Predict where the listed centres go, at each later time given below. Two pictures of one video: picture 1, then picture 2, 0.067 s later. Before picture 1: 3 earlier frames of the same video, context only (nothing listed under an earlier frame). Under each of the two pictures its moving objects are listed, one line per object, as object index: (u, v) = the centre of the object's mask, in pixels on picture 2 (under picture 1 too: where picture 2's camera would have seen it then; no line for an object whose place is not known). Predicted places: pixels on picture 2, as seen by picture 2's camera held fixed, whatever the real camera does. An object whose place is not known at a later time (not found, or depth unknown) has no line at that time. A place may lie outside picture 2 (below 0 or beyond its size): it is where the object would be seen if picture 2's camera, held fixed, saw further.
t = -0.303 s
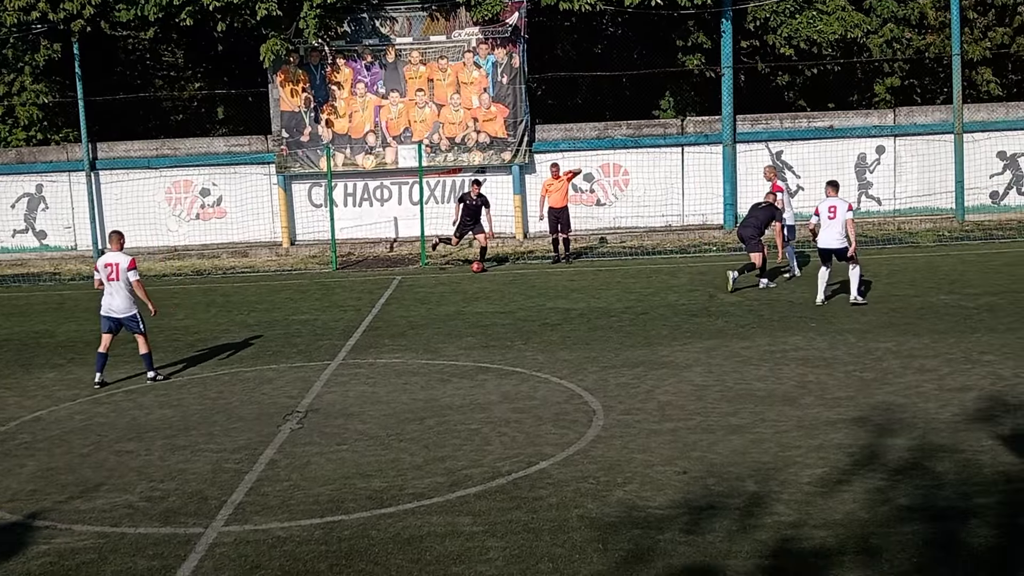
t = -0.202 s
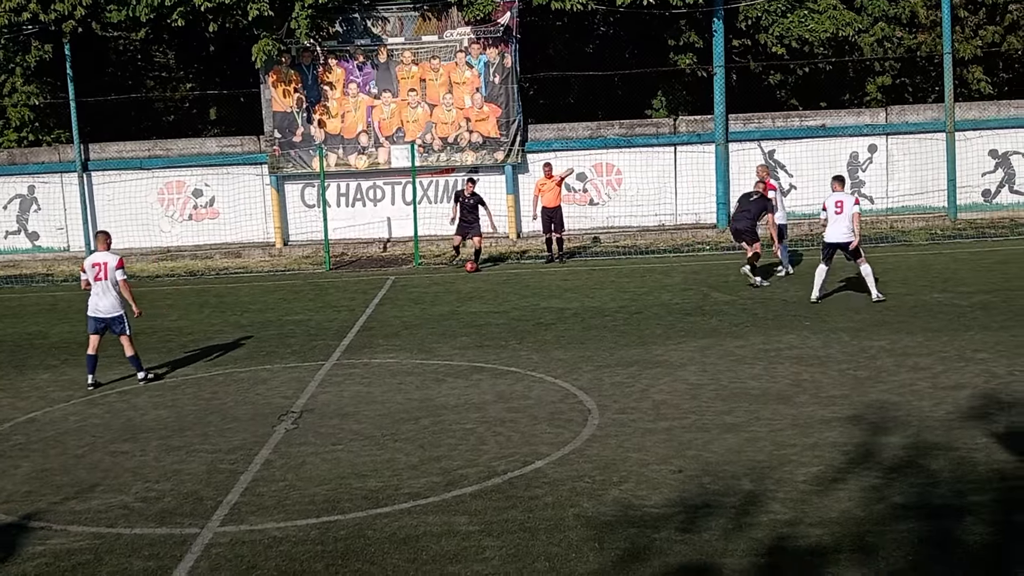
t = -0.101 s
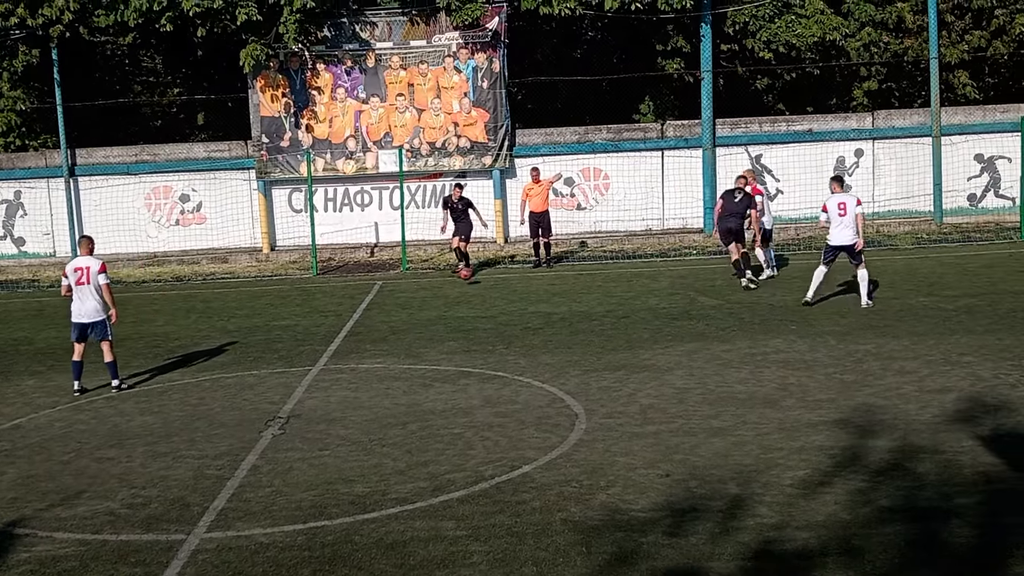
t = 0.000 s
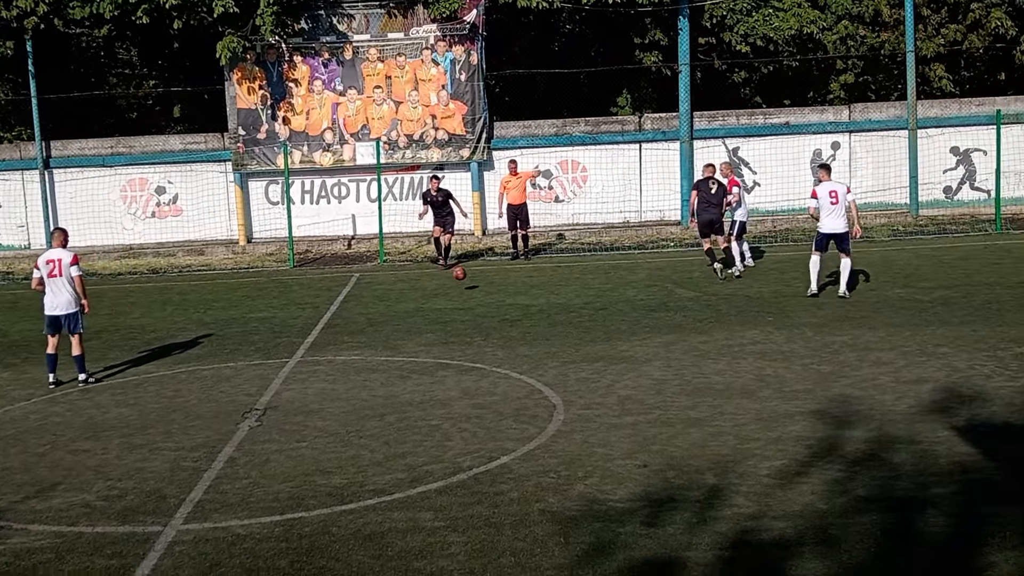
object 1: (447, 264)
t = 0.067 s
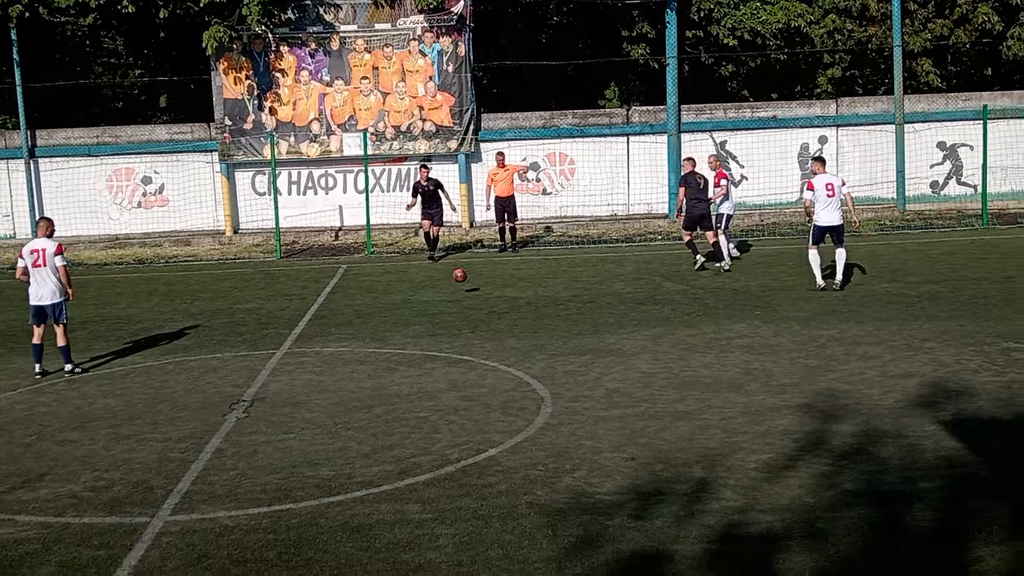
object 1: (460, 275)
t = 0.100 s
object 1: (468, 281)
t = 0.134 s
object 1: (476, 290)
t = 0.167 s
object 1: (484, 299)
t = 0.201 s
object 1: (491, 309)
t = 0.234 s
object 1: (500, 321)
